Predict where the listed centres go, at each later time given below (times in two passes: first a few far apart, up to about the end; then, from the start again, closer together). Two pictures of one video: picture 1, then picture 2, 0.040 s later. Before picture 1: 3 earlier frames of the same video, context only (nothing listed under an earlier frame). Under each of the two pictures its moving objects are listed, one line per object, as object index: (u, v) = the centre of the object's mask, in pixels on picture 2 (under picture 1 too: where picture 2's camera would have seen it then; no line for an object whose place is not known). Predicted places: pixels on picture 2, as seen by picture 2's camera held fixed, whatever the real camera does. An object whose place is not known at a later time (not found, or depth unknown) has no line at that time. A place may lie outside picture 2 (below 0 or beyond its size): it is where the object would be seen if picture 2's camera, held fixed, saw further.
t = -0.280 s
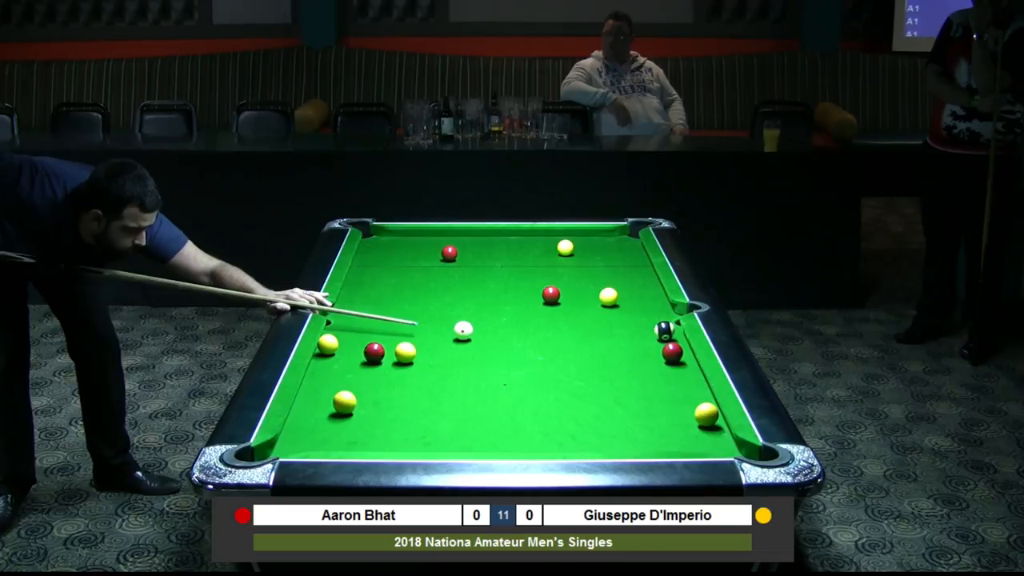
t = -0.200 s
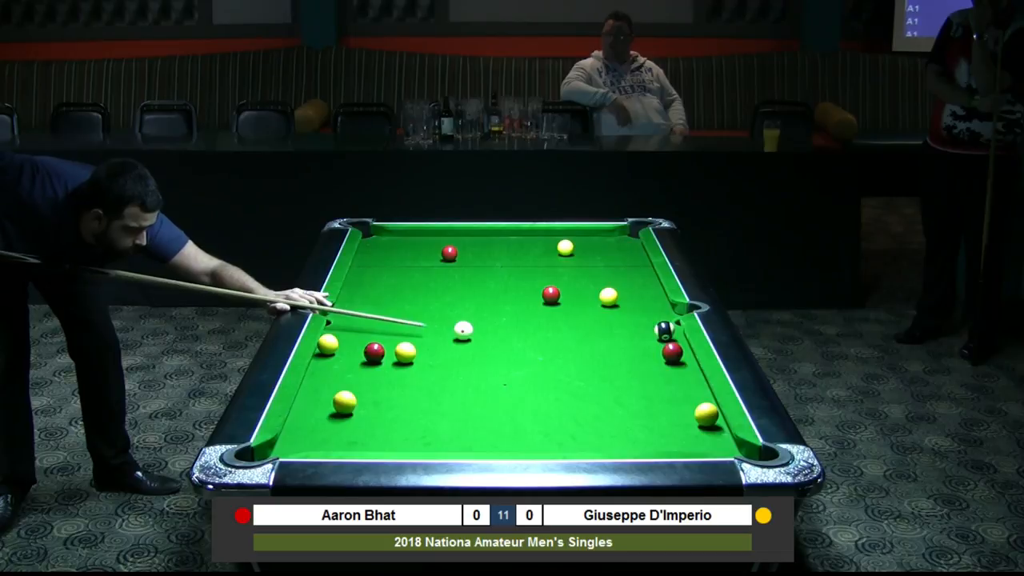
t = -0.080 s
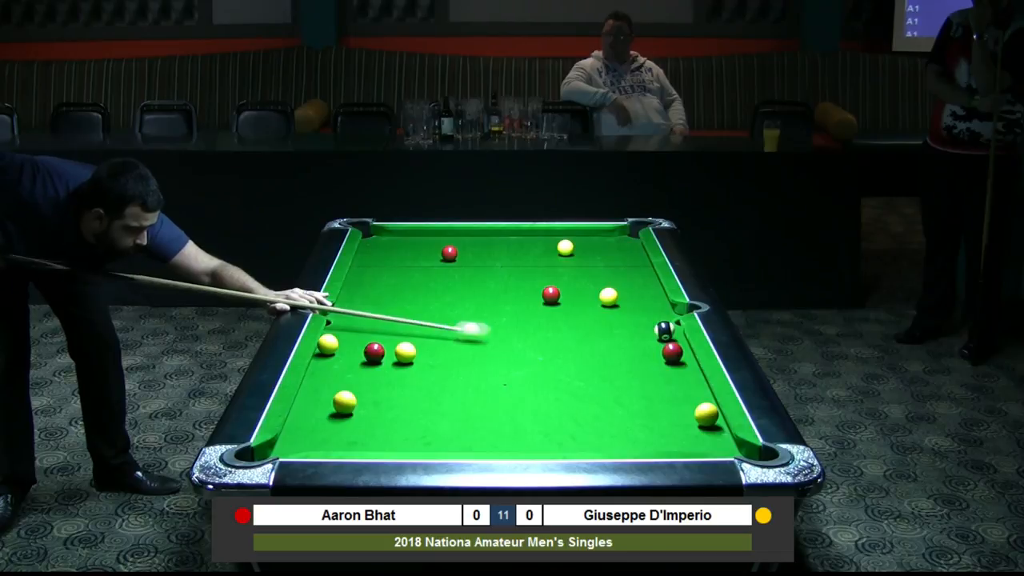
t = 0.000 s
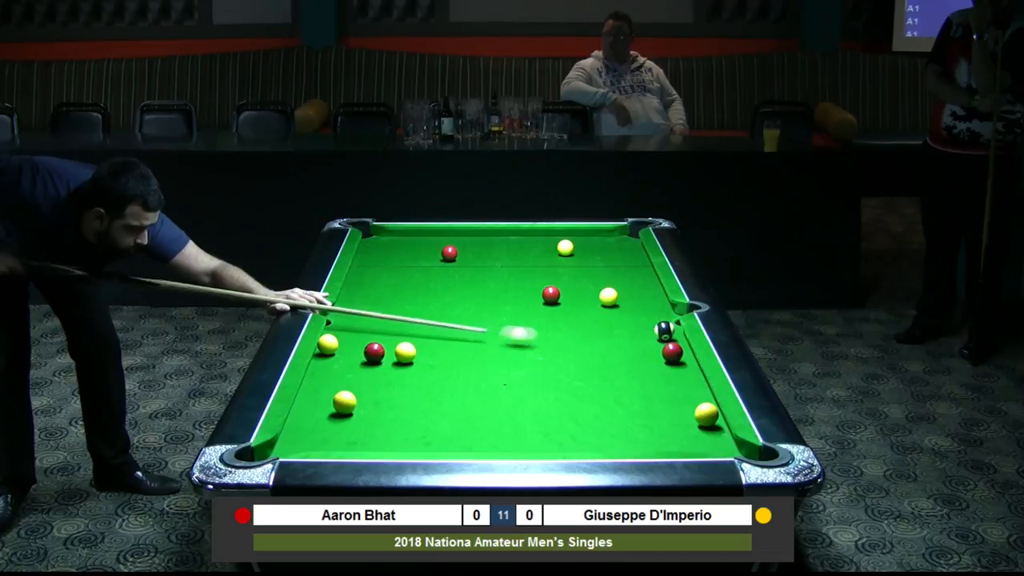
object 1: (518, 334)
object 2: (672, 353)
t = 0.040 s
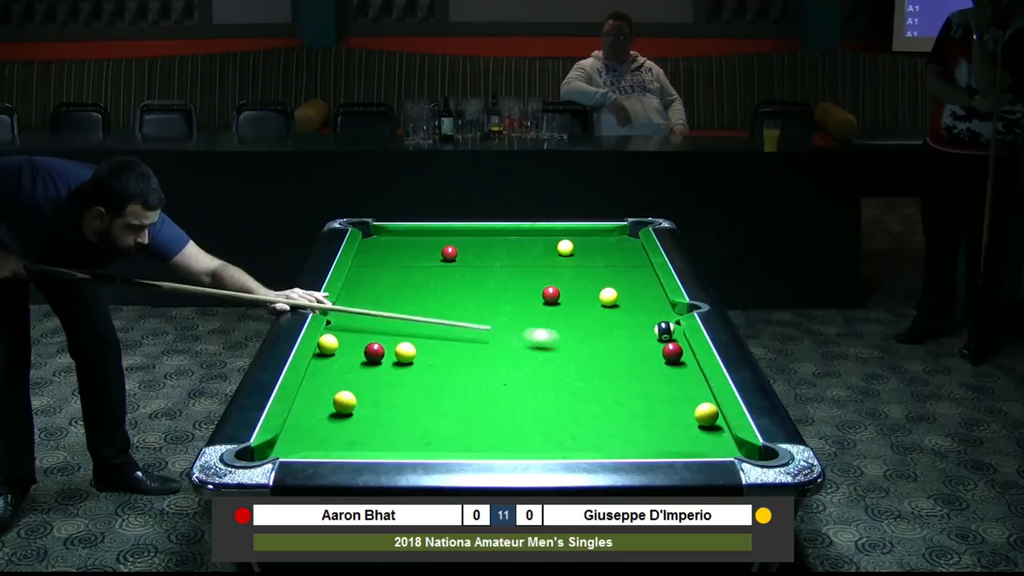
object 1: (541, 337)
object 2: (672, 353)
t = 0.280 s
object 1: (653, 347)
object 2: (673, 353)
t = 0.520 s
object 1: (671, 339)
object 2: (654, 363)
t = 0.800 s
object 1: (640, 335)
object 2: (613, 373)
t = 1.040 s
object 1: (616, 334)
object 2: (578, 381)
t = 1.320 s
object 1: (591, 331)
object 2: (538, 390)
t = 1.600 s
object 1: (570, 330)
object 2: (500, 399)
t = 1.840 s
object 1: (554, 329)
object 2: (468, 406)
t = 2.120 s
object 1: (539, 328)
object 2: (432, 414)
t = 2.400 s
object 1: (527, 327)
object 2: (399, 421)
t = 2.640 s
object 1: (518, 327)
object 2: (373, 427)
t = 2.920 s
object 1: (510, 326)
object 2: (345, 433)
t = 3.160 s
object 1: (506, 326)
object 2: (323, 437)
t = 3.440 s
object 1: (505, 326)
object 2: (301, 441)
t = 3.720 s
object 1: (505, 326)
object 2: (283, 445)
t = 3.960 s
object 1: (505, 326)
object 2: (277, 447)
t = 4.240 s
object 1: (505, 326)
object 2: (274, 449)
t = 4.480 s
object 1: (505, 326)
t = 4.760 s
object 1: (505, 326)
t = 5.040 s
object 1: (505, 326)
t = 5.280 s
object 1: (505, 326)
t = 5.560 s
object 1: (505, 326)
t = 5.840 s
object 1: (505, 326)
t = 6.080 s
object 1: (505, 326)
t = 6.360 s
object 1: (509, 324)
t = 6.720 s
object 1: (505, 327)
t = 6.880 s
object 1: (505, 327)
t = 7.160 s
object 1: (505, 327)
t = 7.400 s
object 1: (505, 327)
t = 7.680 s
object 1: (505, 327)
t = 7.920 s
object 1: (505, 326)
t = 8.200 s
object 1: (505, 326)
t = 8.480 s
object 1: (505, 326)
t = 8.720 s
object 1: (505, 326)
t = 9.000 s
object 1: (505, 326)
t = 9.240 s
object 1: (505, 326)
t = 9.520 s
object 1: (505, 326)
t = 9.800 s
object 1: (505, 326)
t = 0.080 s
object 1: (561, 338)
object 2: (672, 353)
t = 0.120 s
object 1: (580, 340)
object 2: (672, 353)
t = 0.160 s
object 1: (599, 341)
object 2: (672, 353)
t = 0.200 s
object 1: (618, 343)
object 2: (672, 353)
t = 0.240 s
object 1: (637, 346)
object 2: (672, 353)
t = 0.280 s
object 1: (653, 347)
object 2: (673, 353)
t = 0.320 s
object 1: (659, 346)
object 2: (683, 356)
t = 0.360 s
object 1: (664, 343)
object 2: (678, 357)
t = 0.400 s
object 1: (670, 341)
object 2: (672, 358)
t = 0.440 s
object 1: (677, 341)
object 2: (666, 360)
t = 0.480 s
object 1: (676, 340)
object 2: (660, 362)
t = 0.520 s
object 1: (671, 339)
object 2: (654, 363)
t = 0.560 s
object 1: (667, 338)
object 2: (648, 364)
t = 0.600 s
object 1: (662, 337)
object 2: (642, 366)
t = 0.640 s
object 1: (657, 336)
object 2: (636, 367)
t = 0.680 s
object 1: (652, 336)
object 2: (631, 369)
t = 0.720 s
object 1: (648, 336)
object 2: (625, 370)
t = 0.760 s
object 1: (644, 336)
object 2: (619, 371)
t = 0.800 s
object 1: (640, 335)
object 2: (613, 373)
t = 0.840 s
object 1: (636, 335)
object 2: (607, 374)
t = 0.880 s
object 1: (632, 335)
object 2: (601, 376)
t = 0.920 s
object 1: (628, 334)
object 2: (596, 377)
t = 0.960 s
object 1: (624, 334)
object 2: (590, 378)
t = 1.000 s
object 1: (620, 334)
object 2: (584, 380)
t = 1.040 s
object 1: (616, 334)
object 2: (578, 381)
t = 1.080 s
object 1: (613, 333)
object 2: (572, 382)
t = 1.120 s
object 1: (609, 333)
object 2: (567, 384)
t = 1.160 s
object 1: (605, 333)
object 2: (561, 385)
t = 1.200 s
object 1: (602, 332)
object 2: (555, 386)
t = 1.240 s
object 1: (598, 332)
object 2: (550, 388)
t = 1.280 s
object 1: (595, 332)
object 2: (544, 389)
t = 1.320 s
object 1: (591, 331)
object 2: (538, 390)
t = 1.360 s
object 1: (588, 331)
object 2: (533, 391)
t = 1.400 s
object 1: (585, 331)
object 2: (527, 393)
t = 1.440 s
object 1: (582, 331)
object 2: (522, 394)
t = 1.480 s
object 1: (579, 331)
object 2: (516, 395)
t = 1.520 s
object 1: (576, 330)
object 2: (511, 396)
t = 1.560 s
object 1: (573, 330)
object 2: (505, 397)
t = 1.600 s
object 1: (570, 330)
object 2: (500, 399)
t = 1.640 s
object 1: (567, 330)
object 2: (494, 400)
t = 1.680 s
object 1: (565, 329)
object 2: (489, 401)
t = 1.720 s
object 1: (562, 329)
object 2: (484, 402)
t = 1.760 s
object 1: (559, 329)
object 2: (478, 403)
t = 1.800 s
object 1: (557, 329)
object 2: (473, 404)
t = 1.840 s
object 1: (554, 329)
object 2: (468, 406)
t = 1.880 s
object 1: (552, 329)
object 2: (463, 407)
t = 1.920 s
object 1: (550, 329)
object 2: (457, 408)
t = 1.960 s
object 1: (547, 328)
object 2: (452, 409)
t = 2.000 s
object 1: (545, 329)
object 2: (447, 410)
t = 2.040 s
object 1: (543, 328)
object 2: (442, 411)
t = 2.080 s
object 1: (541, 328)
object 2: (437, 412)
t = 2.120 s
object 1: (539, 328)
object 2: (432, 414)
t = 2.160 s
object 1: (537, 328)
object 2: (427, 415)
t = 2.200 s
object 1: (535, 328)
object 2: (423, 416)
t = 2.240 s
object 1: (533, 327)
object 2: (418, 417)
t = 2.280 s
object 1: (531, 327)
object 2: (413, 418)
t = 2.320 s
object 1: (530, 327)
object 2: (408, 419)
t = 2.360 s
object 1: (528, 327)
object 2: (404, 420)
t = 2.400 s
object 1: (527, 327)
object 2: (399, 421)
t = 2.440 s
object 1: (525, 327)
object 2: (395, 422)
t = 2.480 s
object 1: (523, 327)
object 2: (390, 423)
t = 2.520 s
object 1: (522, 327)
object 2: (386, 424)
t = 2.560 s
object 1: (520, 327)
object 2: (381, 425)
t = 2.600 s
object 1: (519, 327)
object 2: (377, 426)
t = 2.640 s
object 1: (518, 327)
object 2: (373, 427)
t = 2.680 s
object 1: (517, 327)
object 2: (369, 428)
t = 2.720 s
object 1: (515, 327)
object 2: (364, 429)
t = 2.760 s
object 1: (514, 326)
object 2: (360, 430)
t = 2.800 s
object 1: (513, 326)
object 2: (356, 431)
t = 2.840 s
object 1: (512, 326)
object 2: (352, 431)
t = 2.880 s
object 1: (511, 326)
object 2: (349, 432)
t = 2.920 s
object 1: (510, 326)
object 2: (345, 433)
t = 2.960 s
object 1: (510, 326)
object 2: (341, 434)
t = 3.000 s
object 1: (509, 326)
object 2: (337, 435)
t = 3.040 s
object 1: (508, 326)
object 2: (333, 436)
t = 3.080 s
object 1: (507, 326)
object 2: (330, 436)
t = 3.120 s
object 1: (507, 326)
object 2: (326, 437)
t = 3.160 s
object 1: (506, 326)
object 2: (323, 437)
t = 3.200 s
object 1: (506, 326)
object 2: (320, 438)
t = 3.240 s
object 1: (505, 326)
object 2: (316, 438)
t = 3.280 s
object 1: (505, 326)
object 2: (313, 439)
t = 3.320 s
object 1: (505, 326)
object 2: (310, 439)
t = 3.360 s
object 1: (505, 326)
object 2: (307, 440)
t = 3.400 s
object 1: (505, 326)
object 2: (304, 441)
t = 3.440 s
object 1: (505, 326)
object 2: (301, 441)
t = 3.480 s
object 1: (505, 326)
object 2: (298, 442)
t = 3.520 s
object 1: (505, 326)
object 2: (295, 442)
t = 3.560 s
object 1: (505, 326)
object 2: (293, 443)
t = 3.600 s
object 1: (505, 326)
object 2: (290, 443)
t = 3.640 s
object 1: (505, 326)
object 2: (288, 444)
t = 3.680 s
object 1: (505, 326)
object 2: (286, 444)
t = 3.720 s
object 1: (505, 326)
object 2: (283, 445)
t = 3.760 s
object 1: (505, 326)
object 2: (281, 446)
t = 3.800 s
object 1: (505, 326)
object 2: (279, 446)
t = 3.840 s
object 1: (505, 326)
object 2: (278, 447)
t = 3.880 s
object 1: (505, 326)
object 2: (278, 447)
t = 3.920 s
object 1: (505, 326)
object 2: (278, 447)
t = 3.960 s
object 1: (505, 326)
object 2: (277, 447)
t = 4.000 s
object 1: (505, 326)
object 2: (277, 448)
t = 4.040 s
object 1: (505, 326)
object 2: (277, 448)
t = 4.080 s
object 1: (505, 326)
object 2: (276, 448)
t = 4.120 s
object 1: (505, 326)
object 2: (276, 448)
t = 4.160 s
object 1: (505, 326)
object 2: (275, 449)
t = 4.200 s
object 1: (505, 326)
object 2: (275, 449)
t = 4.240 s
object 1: (505, 326)
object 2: (274, 449)
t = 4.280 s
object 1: (505, 326)
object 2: (272, 450)
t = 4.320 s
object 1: (505, 326)
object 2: (270, 451)
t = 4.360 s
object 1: (505, 326)
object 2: (266, 454)
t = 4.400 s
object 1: (505, 326)
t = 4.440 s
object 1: (505, 326)
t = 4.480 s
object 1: (505, 326)
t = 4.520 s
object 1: (505, 326)
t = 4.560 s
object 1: (505, 326)
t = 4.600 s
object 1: (505, 326)
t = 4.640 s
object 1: (505, 326)
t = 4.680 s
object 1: (505, 326)
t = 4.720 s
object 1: (505, 326)
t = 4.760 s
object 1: (505, 326)
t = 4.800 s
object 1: (505, 326)
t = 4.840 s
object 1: (505, 326)
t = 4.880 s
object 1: (505, 326)
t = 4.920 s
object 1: (505, 326)
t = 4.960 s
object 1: (505, 326)
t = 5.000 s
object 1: (505, 326)
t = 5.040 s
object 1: (505, 326)
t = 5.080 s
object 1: (505, 326)
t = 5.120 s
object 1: (505, 326)
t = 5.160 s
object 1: (505, 326)
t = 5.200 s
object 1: (505, 326)
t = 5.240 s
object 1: (505, 326)
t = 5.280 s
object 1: (505, 326)
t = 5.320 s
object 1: (505, 326)
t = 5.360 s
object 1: (505, 326)
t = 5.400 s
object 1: (505, 326)
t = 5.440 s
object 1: (505, 326)
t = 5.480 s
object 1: (505, 326)
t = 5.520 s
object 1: (505, 326)
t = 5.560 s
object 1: (505, 326)
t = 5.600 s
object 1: (505, 326)
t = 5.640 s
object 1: (505, 326)
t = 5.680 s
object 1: (505, 326)
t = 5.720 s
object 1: (505, 326)
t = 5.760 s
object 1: (505, 326)
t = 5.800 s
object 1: (505, 326)
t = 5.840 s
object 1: (505, 326)
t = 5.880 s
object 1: (505, 326)
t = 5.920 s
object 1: (505, 326)
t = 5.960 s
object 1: (505, 326)
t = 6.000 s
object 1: (505, 326)
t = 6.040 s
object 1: (505, 326)
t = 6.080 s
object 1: (505, 326)
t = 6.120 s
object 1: (505, 326)
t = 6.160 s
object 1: (505, 326)
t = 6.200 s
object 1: (505, 327)
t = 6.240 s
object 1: (505, 327)
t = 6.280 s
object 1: (505, 326)
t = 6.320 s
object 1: (505, 327)
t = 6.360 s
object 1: (509, 324)
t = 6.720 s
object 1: (505, 327)
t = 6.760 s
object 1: (505, 327)
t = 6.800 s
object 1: (505, 327)
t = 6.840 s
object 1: (505, 326)
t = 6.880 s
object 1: (505, 327)
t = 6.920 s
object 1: (505, 327)
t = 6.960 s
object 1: (505, 327)
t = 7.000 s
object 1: (505, 327)
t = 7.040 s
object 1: (505, 326)
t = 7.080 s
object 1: (505, 326)
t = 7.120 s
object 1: (505, 327)
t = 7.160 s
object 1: (505, 327)
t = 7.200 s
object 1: (505, 326)
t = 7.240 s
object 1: (505, 326)
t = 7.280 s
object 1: (505, 326)
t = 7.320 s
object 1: (505, 327)
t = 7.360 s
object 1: (505, 326)
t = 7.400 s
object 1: (505, 327)
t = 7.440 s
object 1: (505, 326)
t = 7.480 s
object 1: (505, 326)
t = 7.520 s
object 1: (505, 327)
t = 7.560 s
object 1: (505, 326)
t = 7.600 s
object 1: (505, 326)
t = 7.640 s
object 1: (505, 326)
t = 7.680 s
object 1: (505, 327)
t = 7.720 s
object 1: (505, 326)
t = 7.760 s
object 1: (505, 326)
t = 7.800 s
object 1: (505, 326)
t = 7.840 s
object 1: (505, 326)
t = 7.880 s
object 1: (505, 326)
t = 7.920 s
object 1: (505, 326)
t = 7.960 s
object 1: (505, 326)
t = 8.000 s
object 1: (505, 326)
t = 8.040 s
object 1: (505, 326)
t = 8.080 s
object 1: (505, 326)
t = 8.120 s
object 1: (505, 326)
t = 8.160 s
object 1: (505, 326)
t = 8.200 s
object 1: (505, 326)
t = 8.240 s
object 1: (505, 326)
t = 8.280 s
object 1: (505, 326)
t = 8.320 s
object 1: (505, 326)
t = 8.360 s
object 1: (505, 326)
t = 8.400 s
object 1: (505, 326)
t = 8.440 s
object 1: (505, 326)
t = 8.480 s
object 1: (505, 326)
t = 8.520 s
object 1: (505, 326)
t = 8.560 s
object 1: (505, 326)
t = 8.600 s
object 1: (505, 326)
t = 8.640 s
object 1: (505, 326)
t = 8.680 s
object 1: (505, 326)
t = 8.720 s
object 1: (505, 326)
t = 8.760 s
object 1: (505, 326)
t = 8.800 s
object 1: (505, 326)
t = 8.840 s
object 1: (505, 326)
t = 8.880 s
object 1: (505, 326)
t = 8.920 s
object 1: (505, 326)
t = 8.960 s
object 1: (505, 326)
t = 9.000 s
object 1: (505, 326)
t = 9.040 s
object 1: (505, 327)
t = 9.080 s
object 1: (505, 326)
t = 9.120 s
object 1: (505, 326)
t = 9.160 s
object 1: (505, 326)
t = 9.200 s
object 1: (505, 327)
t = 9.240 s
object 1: (505, 326)
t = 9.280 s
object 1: (505, 326)
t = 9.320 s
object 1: (505, 326)
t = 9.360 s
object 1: (505, 326)
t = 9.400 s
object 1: (505, 326)
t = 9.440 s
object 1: (505, 326)
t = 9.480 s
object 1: (505, 326)
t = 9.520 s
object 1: (505, 326)
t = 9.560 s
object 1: (505, 326)
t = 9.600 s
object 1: (505, 326)
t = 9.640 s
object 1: (505, 326)
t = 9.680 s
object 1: (505, 326)
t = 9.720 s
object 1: (505, 326)
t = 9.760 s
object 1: (505, 326)
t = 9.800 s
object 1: (505, 326)
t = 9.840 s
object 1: (505, 326)
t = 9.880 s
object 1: (505, 326)
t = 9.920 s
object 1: (505, 326)
